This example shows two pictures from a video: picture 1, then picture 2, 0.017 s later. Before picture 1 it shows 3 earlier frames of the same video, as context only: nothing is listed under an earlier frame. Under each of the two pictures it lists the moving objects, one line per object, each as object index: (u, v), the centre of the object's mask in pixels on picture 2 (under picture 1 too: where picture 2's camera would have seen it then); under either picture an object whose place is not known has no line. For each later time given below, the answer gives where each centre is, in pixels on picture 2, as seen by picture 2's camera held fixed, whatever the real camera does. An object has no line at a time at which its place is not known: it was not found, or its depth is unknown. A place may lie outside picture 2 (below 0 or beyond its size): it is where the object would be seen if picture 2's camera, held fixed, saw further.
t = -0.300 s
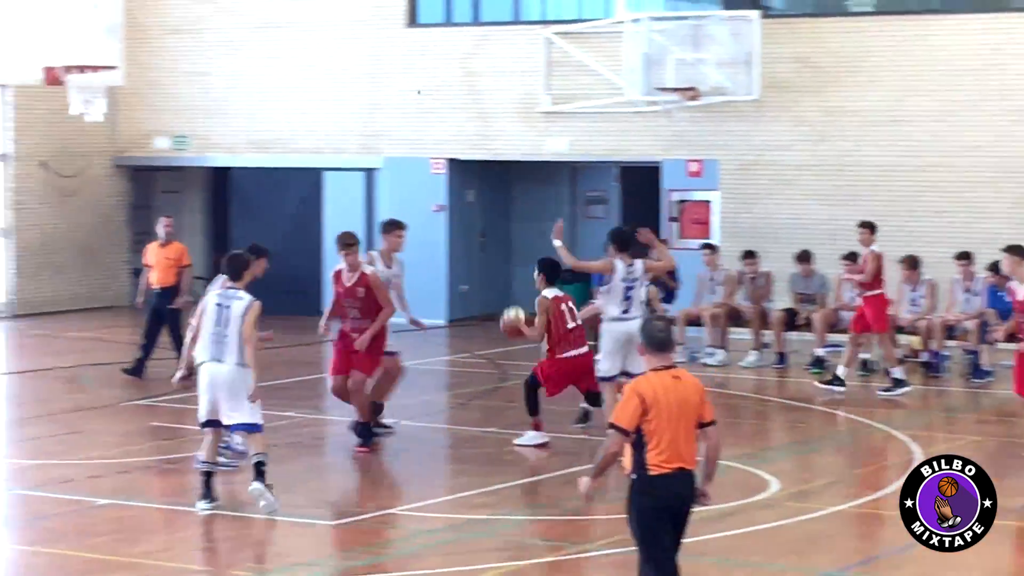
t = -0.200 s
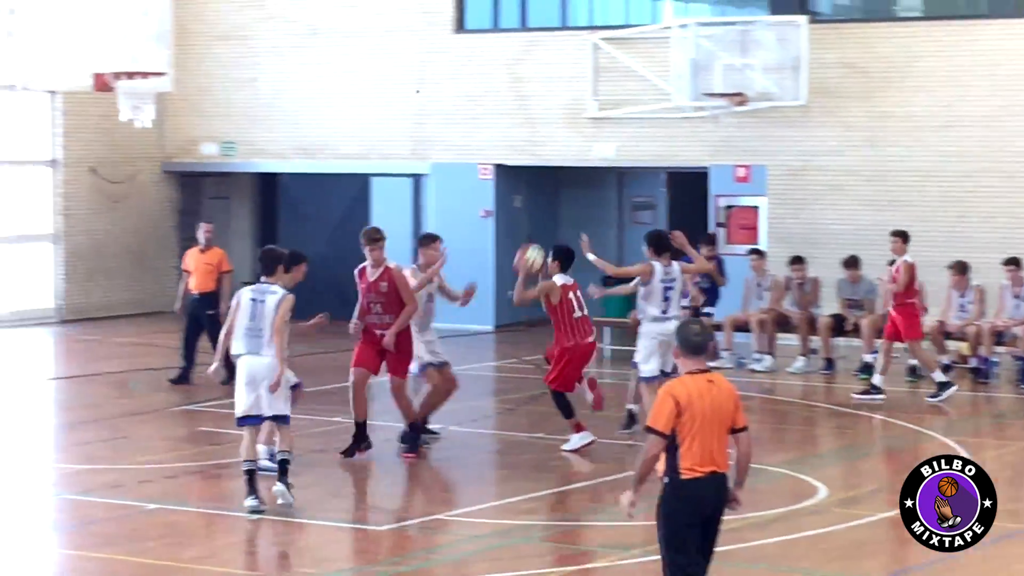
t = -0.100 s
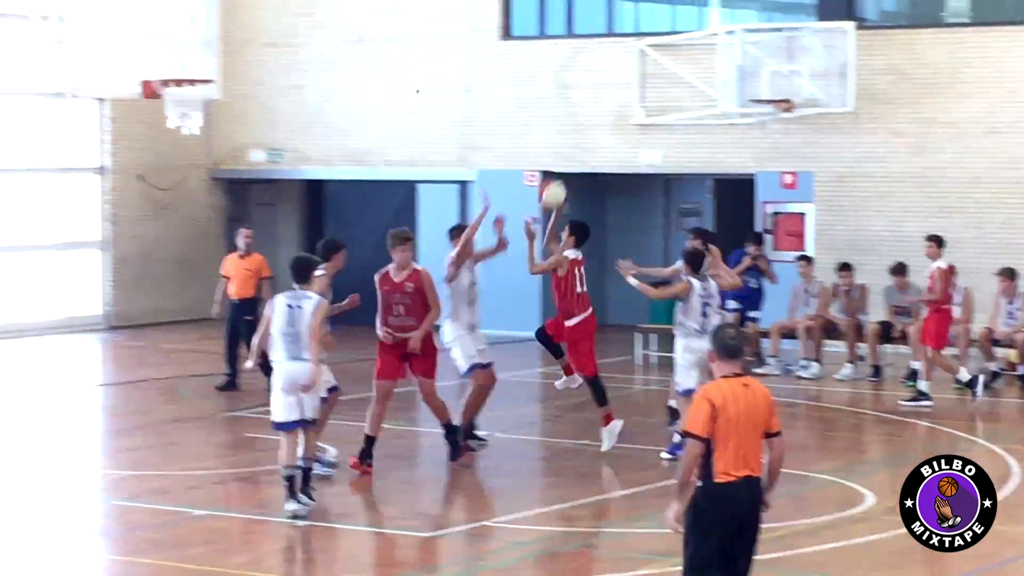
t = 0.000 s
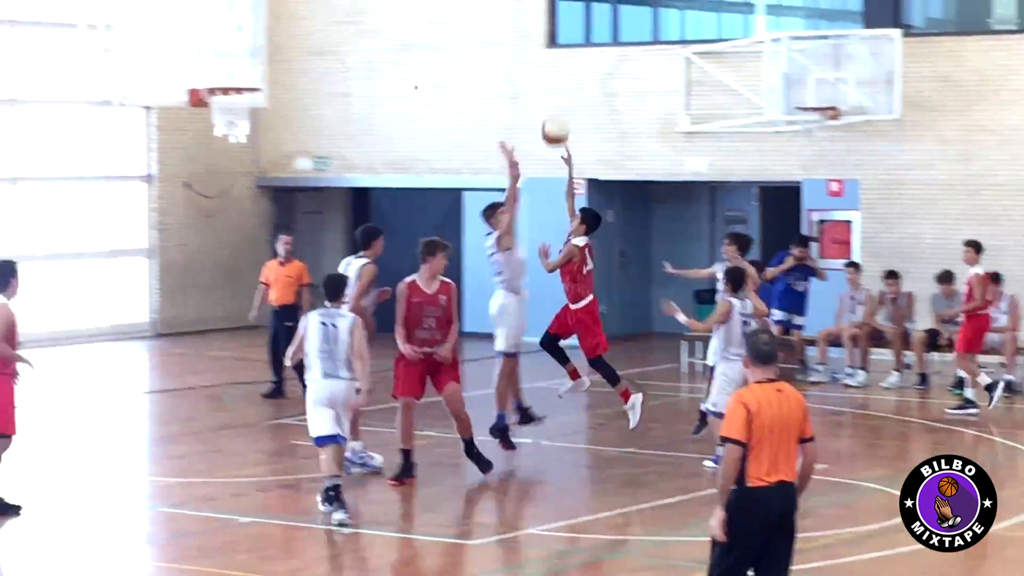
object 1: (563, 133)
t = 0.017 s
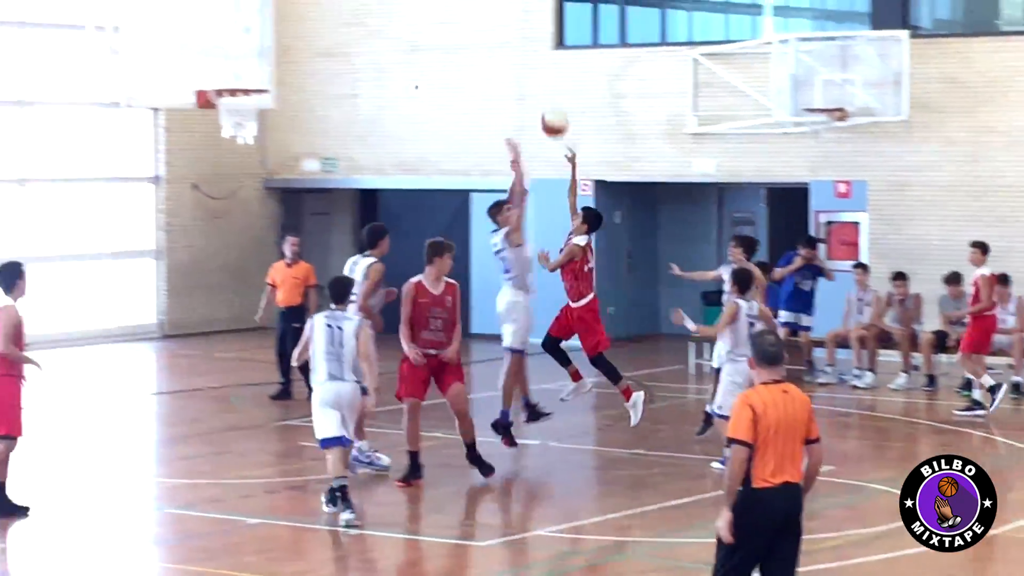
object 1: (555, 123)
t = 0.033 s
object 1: (546, 113)
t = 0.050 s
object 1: (538, 104)
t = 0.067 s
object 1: (529, 93)
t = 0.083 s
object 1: (521, 84)
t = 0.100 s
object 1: (513, 76)
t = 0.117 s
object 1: (506, 67)
